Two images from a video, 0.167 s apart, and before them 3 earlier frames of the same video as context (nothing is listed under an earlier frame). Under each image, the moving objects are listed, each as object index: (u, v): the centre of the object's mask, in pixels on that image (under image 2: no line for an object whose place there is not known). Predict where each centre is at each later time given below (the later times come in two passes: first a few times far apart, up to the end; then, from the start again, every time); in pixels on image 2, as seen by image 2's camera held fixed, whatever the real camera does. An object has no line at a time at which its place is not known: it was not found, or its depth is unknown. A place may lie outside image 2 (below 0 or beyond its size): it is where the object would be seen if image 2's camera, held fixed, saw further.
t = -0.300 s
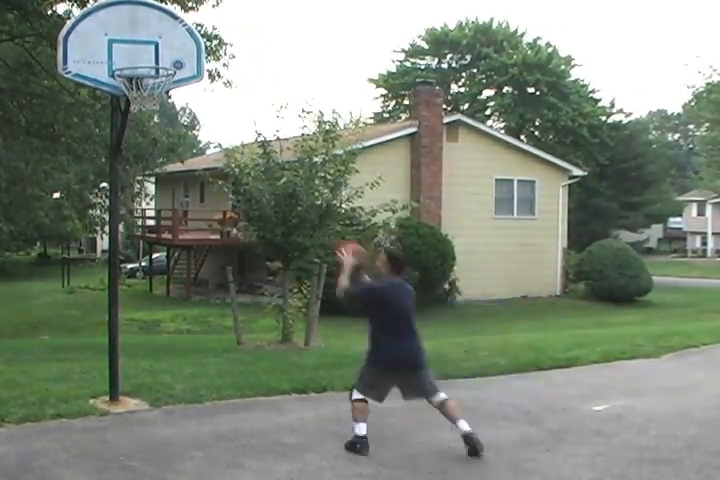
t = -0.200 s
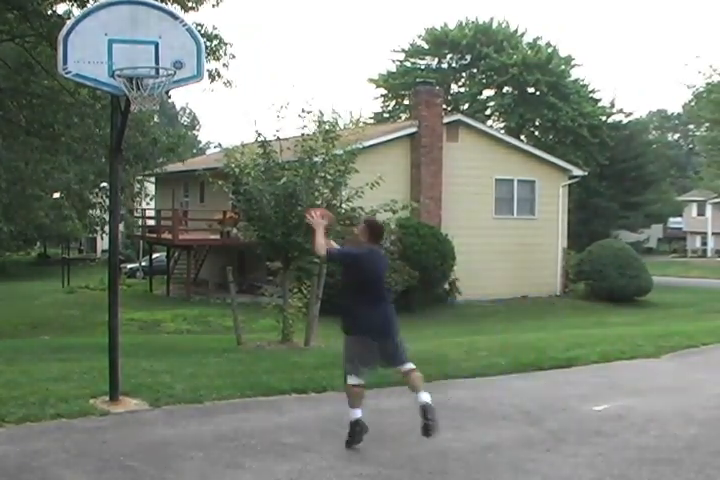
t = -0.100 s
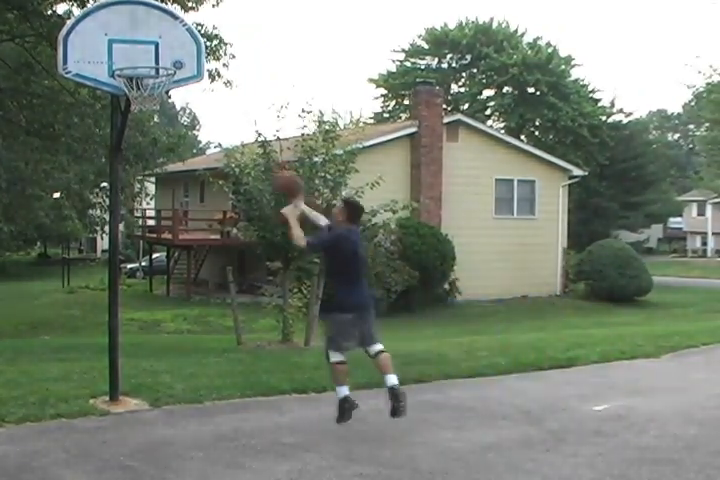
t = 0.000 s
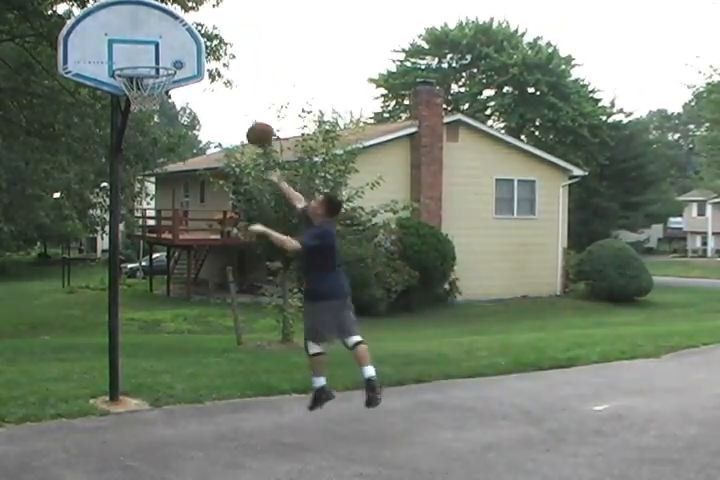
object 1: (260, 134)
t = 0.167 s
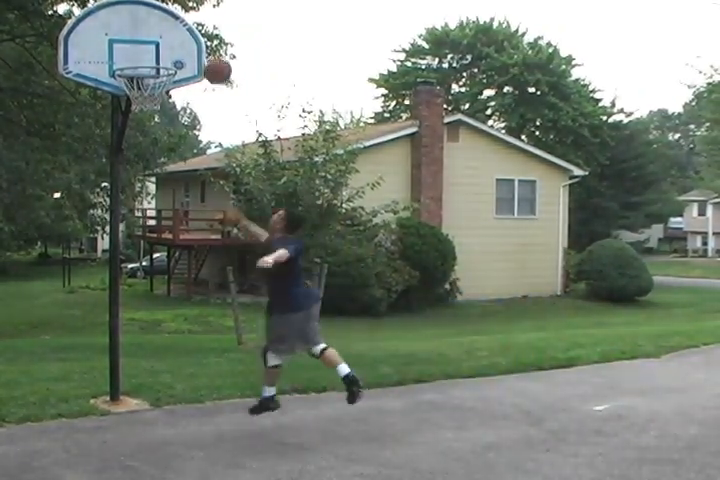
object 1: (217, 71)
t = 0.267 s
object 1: (192, 50)
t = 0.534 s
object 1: (150, 34)
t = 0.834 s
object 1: (150, 68)
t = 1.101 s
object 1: (151, 105)
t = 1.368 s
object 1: (133, 104)
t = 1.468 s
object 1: (131, 121)
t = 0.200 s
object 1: (210, 62)
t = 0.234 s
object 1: (201, 56)
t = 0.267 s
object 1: (192, 50)
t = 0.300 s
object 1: (184, 46)
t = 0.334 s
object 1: (176, 43)
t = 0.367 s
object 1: (168, 40)
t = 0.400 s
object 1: (164, 37)
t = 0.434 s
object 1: (161, 34)
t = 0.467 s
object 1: (157, 33)
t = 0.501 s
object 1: (154, 33)
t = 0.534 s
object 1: (150, 34)
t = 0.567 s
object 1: (146, 36)
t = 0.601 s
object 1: (142, 40)
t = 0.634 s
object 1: (138, 45)
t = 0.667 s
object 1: (134, 51)
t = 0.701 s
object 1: (129, 58)
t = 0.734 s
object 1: (129, 61)
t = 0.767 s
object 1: (136, 63)
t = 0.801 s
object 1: (143, 64)
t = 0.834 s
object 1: (150, 68)
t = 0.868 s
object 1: (157, 73)
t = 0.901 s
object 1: (162, 78)
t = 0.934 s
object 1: (161, 82)
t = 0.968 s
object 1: (160, 89)
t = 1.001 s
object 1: (158, 93)
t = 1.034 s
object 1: (157, 99)
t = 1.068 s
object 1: (156, 101)
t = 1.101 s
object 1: (151, 105)
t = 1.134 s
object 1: (144, 102)
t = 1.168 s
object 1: (138, 103)
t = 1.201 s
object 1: (136, 104)
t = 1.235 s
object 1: (133, 103)
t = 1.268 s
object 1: (132, 103)
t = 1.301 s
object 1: (132, 103)
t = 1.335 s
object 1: (132, 104)
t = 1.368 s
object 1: (133, 104)
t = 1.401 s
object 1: (131, 109)
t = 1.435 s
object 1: (131, 112)
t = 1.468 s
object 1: (131, 121)
